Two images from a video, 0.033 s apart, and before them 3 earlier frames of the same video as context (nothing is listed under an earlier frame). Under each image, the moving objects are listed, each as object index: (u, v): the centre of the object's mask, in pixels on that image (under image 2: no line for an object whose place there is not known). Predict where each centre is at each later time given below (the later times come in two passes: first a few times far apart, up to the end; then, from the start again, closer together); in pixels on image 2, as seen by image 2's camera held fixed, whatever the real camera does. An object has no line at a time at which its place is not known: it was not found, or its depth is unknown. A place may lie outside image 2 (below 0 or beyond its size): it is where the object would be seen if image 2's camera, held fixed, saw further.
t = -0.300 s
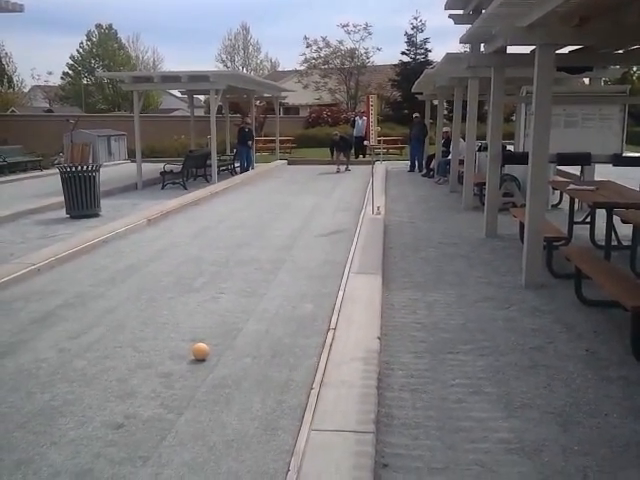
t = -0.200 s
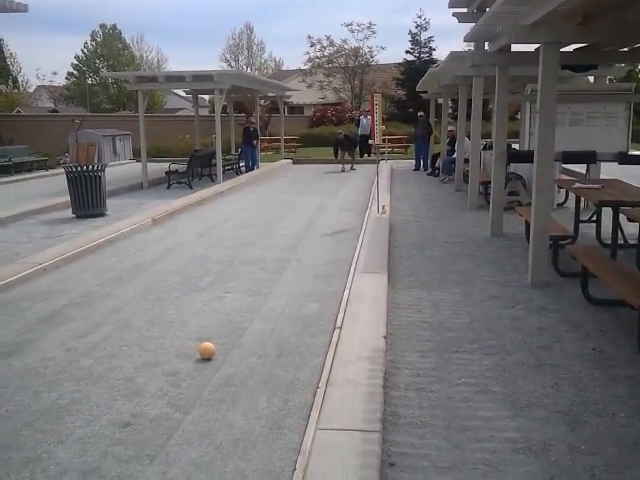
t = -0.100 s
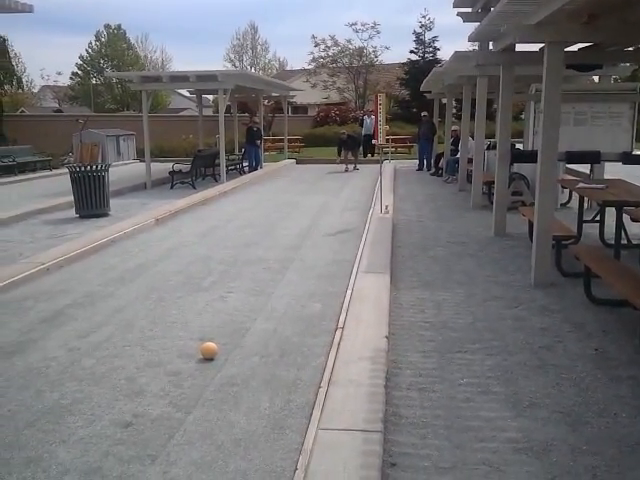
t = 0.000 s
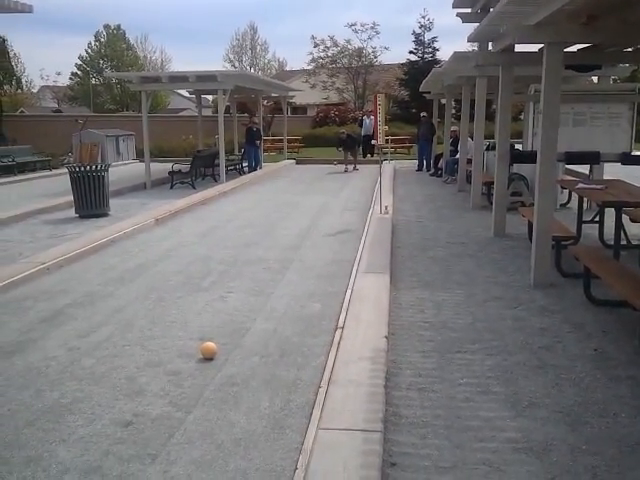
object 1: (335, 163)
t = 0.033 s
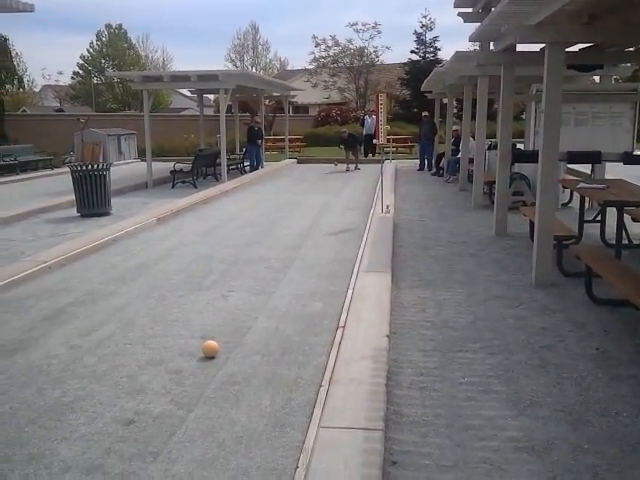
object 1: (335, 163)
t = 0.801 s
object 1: (318, 188)
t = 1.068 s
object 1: (311, 195)
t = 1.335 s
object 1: (303, 200)
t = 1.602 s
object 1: (294, 206)
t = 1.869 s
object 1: (285, 214)
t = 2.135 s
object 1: (274, 222)
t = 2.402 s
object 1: (261, 231)
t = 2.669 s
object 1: (247, 242)
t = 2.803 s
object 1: (240, 247)
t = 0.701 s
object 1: (321, 186)
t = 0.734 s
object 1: (320, 187)
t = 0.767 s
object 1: (319, 188)
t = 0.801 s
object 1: (318, 188)
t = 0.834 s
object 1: (316, 190)
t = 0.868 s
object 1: (315, 190)
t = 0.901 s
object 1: (315, 191)
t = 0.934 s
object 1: (314, 192)
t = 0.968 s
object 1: (313, 193)
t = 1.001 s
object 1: (313, 193)
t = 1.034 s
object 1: (312, 194)
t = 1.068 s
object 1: (311, 195)
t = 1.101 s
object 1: (310, 195)
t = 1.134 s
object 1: (309, 196)
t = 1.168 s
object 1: (308, 197)
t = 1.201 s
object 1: (307, 197)
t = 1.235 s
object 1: (306, 198)
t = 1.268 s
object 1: (305, 199)
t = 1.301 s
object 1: (304, 199)
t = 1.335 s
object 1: (303, 200)
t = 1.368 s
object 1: (303, 201)
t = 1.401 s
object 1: (301, 202)
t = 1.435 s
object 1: (300, 203)
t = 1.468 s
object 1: (299, 204)
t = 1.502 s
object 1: (298, 204)
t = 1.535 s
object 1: (297, 205)
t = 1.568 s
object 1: (295, 206)
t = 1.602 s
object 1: (294, 206)
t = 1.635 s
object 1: (293, 207)
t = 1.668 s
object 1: (292, 208)
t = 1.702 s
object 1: (291, 209)
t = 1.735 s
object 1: (290, 210)
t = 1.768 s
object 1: (289, 211)
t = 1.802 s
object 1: (287, 212)
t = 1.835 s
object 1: (286, 213)
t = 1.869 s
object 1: (285, 214)
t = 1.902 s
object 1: (284, 214)
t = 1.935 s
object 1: (282, 216)
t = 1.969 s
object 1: (281, 217)
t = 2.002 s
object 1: (279, 218)
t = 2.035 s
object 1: (278, 219)
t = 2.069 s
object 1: (277, 220)
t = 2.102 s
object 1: (276, 221)
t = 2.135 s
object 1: (274, 222)
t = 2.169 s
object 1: (272, 223)
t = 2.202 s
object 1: (271, 224)
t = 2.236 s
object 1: (269, 225)
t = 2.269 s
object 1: (268, 226)
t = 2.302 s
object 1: (266, 227)
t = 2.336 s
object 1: (265, 229)
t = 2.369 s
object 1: (263, 229)
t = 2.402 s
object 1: (261, 231)
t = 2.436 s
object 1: (260, 232)
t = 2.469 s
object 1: (258, 233)
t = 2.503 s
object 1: (257, 235)
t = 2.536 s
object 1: (255, 236)
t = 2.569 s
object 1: (253, 238)
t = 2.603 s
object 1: (251, 239)
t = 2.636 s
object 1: (249, 240)
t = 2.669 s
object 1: (247, 242)
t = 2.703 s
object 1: (245, 243)
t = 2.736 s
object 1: (243, 244)
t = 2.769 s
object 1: (242, 246)
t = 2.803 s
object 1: (240, 247)
